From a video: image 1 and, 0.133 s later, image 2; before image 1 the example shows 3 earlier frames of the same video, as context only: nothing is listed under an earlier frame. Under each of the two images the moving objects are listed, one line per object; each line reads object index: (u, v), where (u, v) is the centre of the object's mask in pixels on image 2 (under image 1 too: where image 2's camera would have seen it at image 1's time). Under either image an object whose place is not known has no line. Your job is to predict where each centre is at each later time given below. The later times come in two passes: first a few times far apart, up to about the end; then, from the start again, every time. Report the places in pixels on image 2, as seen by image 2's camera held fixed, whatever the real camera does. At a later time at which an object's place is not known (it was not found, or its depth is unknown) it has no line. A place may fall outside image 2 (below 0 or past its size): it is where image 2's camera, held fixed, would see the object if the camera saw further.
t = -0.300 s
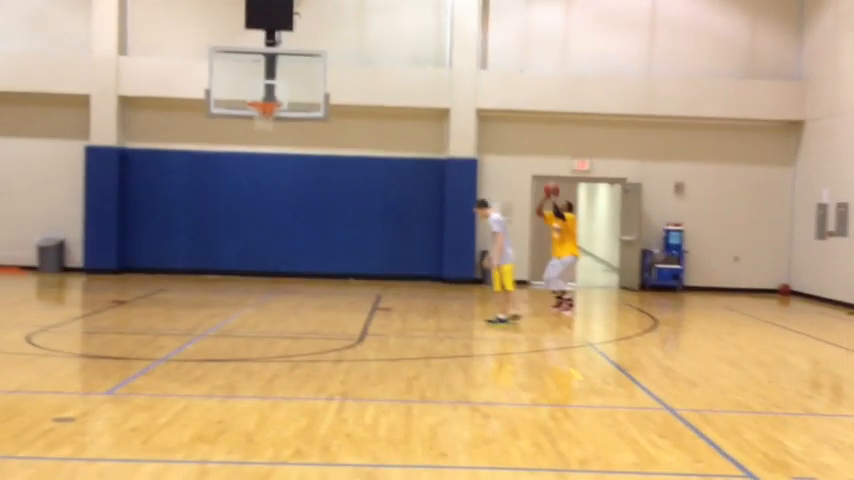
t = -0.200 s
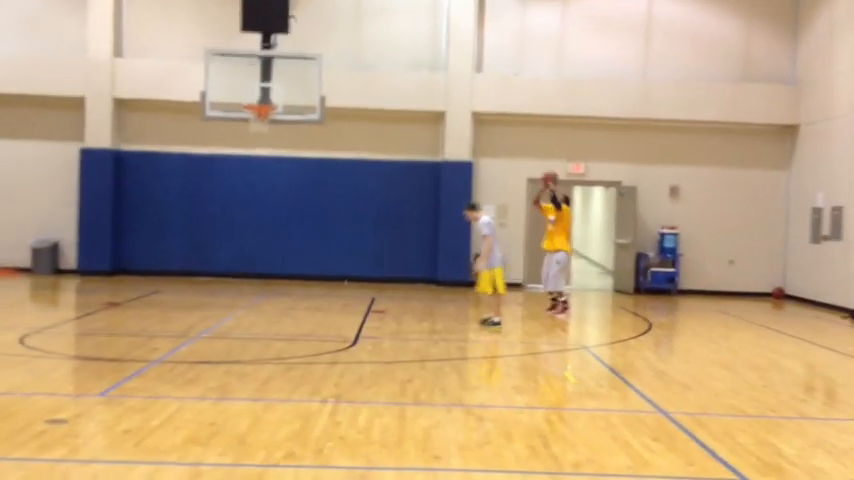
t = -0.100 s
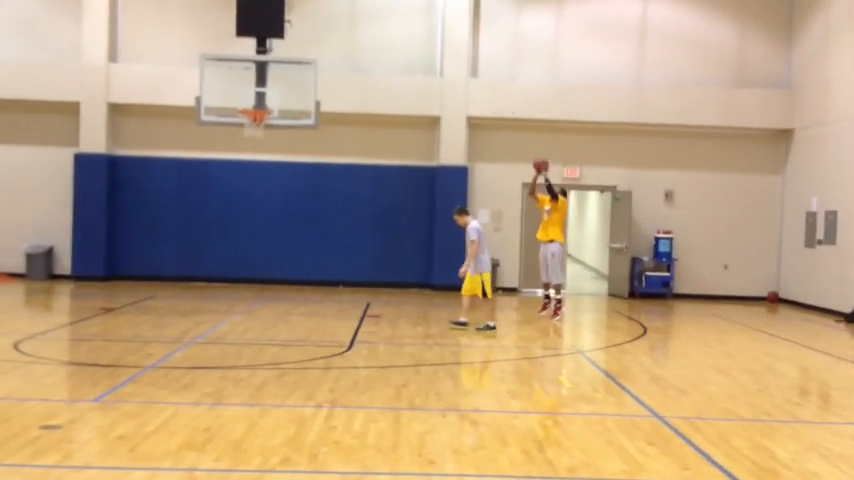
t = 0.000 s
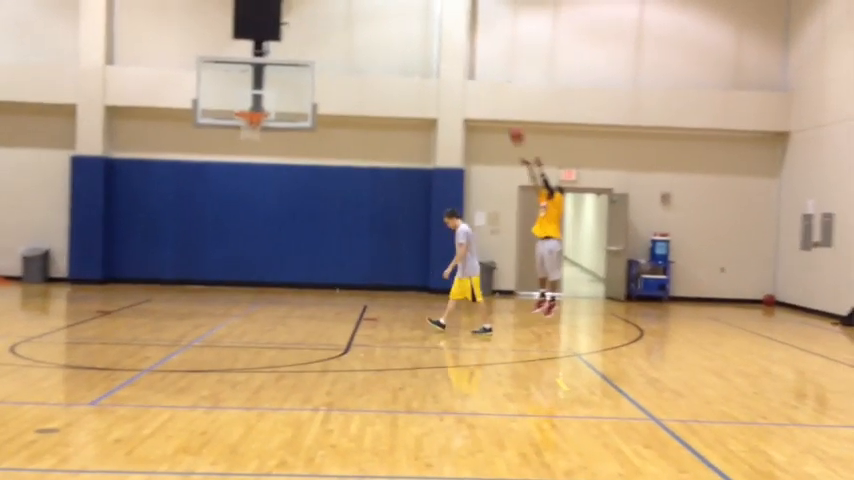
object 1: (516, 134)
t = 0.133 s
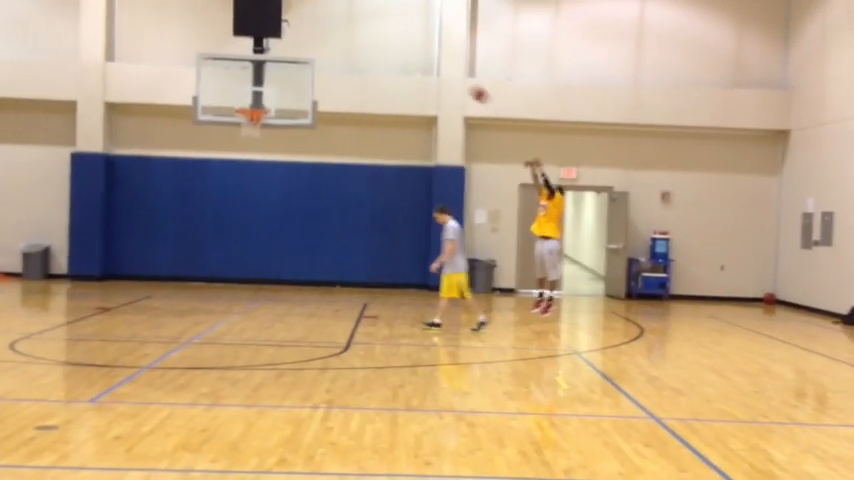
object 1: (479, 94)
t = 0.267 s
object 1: (442, 68)
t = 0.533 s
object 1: (368, 50)
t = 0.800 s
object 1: (295, 77)
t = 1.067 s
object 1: (246, 114)
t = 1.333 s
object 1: (249, 140)
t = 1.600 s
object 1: (242, 197)
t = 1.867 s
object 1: (234, 293)
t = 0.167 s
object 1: (470, 87)
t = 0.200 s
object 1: (460, 80)
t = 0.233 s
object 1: (451, 73)
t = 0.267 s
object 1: (442, 68)
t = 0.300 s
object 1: (432, 63)
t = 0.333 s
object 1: (423, 59)
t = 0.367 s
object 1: (414, 56)
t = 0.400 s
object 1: (405, 53)
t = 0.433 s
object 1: (396, 52)
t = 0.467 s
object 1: (387, 50)
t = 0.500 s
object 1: (377, 50)
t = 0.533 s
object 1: (368, 50)
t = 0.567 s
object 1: (359, 51)
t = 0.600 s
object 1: (350, 52)
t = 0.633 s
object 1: (341, 55)
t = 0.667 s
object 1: (331, 59)
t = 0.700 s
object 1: (323, 62)
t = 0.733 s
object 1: (314, 67)
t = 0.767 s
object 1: (305, 71)
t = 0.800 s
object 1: (295, 77)
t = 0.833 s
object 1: (287, 83)
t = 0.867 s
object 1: (278, 91)
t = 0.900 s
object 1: (270, 98)
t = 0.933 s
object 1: (262, 104)
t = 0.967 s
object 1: (255, 104)
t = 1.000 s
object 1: (244, 108)
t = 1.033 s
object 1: (244, 112)
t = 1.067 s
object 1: (246, 114)
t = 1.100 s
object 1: (253, 117)
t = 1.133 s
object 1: (255, 116)
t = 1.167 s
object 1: (254, 119)
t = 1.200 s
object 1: (254, 117)
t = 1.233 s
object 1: (252, 128)
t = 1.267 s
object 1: (252, 132)
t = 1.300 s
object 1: (250, 138)
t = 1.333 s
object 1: (249, 140)
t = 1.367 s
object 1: (248, 144)
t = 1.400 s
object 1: (247, 149)
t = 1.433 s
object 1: (247, 156)
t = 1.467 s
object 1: (246, 164)
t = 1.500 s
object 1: (245, 171)
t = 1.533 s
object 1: (244, 179)
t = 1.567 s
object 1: (243, 188)
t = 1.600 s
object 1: (242, 197)
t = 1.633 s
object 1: (241, 207)
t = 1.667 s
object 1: (240, 219)
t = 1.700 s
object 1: (239, 228)
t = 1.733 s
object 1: (238, 240)
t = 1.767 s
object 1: (237, 253)
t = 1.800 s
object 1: (236, 265)
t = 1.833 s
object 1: (235, 277)
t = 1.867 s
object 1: (234, 293)
